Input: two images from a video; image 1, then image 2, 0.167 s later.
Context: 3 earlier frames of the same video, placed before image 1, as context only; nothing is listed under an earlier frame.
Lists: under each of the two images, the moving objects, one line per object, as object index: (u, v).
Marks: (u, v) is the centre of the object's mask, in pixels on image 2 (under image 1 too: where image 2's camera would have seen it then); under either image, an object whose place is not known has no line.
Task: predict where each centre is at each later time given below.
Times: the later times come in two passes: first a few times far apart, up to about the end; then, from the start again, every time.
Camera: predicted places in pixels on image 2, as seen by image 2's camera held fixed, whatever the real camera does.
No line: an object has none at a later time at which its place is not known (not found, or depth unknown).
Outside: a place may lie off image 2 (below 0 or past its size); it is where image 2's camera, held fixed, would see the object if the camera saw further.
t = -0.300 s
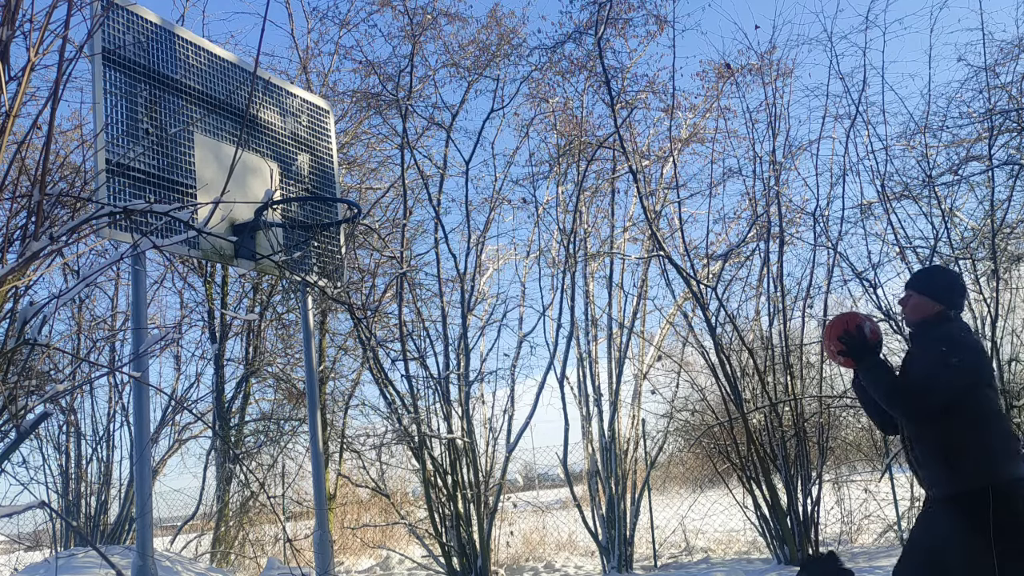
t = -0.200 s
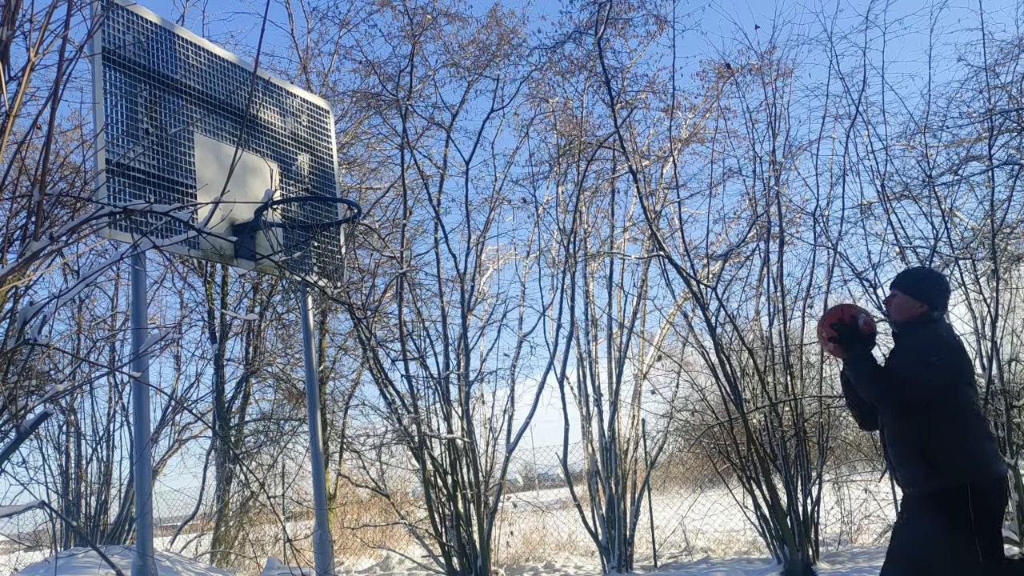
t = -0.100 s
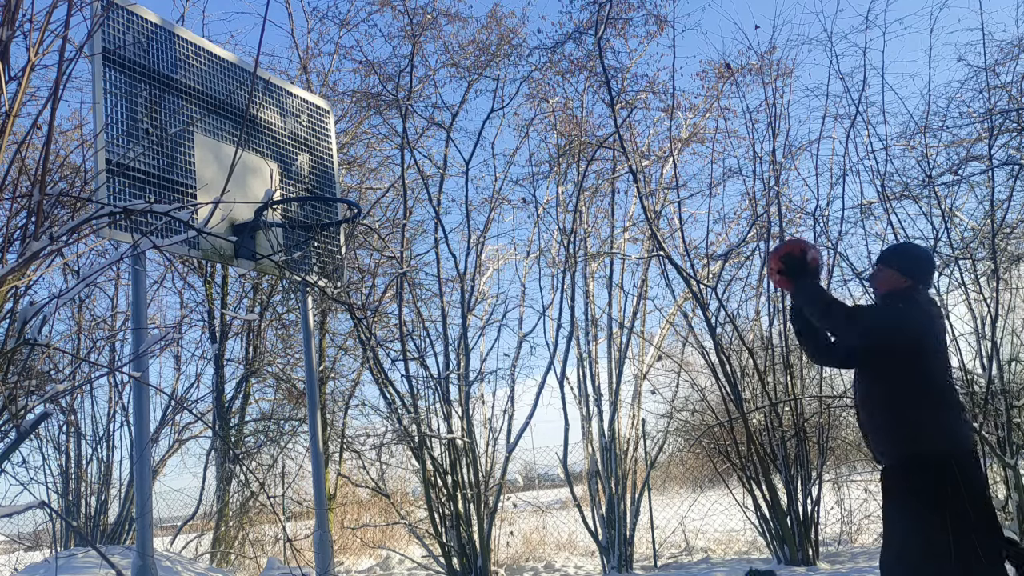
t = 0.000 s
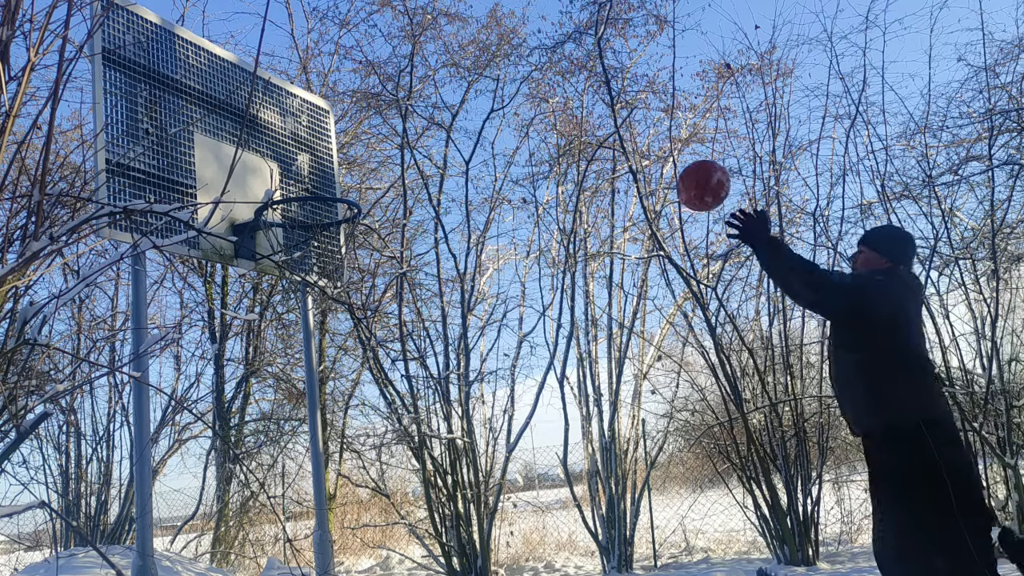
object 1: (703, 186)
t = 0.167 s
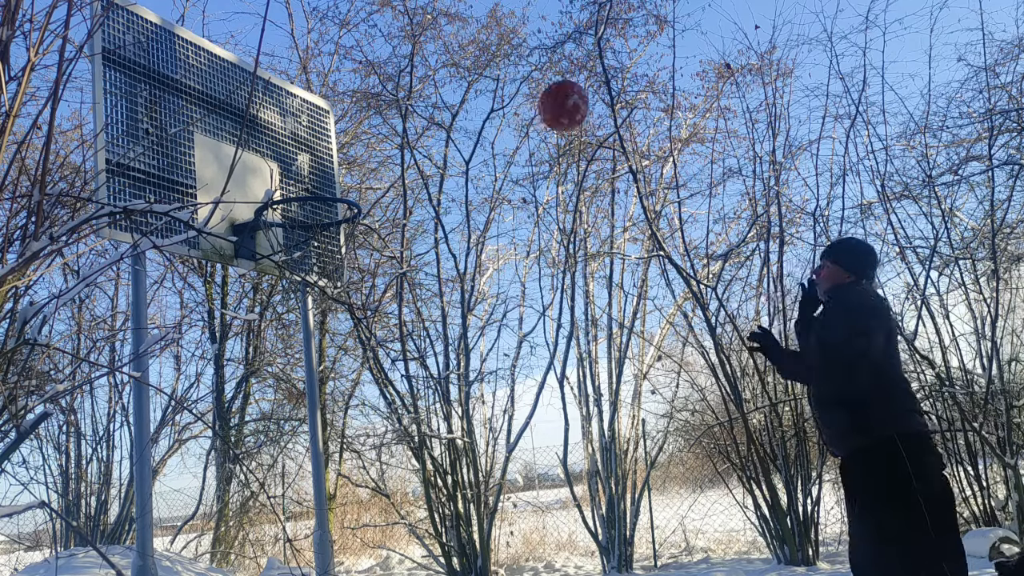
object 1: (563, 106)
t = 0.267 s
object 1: (488, 87)
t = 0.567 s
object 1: (282, 149)
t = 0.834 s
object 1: (179, 234)
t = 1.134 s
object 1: (77, 477)
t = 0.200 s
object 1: (538, 96)
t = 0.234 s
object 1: (513, 90)
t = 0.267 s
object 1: (488, 87)
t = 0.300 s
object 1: (463, 85)
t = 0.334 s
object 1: (440, 85)
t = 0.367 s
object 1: (417, 87)
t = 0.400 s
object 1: (393, 92)
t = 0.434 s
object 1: (371, 99)
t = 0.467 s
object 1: (348, 108)
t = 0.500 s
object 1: (326, 119)
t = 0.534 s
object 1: (305, 134)
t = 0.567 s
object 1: (282, 149)
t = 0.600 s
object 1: (260, 168)
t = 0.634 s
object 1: (239, 189)
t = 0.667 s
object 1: (230, 206)
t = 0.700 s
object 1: (225, 209)
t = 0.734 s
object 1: (215, 210)
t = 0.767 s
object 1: (206, 213)
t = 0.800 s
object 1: (192, 223)
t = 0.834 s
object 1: (179, 234)
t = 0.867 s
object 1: (170, 245)
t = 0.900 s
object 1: (161, 262)
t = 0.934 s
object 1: (149, 278)
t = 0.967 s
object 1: (138, 299)
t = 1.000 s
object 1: (125, 325)
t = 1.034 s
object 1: (115, 356)
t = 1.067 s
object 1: (102, 392)
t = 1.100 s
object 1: (90, 431)
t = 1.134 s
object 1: (77, 477)
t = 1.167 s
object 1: (63, 529)
